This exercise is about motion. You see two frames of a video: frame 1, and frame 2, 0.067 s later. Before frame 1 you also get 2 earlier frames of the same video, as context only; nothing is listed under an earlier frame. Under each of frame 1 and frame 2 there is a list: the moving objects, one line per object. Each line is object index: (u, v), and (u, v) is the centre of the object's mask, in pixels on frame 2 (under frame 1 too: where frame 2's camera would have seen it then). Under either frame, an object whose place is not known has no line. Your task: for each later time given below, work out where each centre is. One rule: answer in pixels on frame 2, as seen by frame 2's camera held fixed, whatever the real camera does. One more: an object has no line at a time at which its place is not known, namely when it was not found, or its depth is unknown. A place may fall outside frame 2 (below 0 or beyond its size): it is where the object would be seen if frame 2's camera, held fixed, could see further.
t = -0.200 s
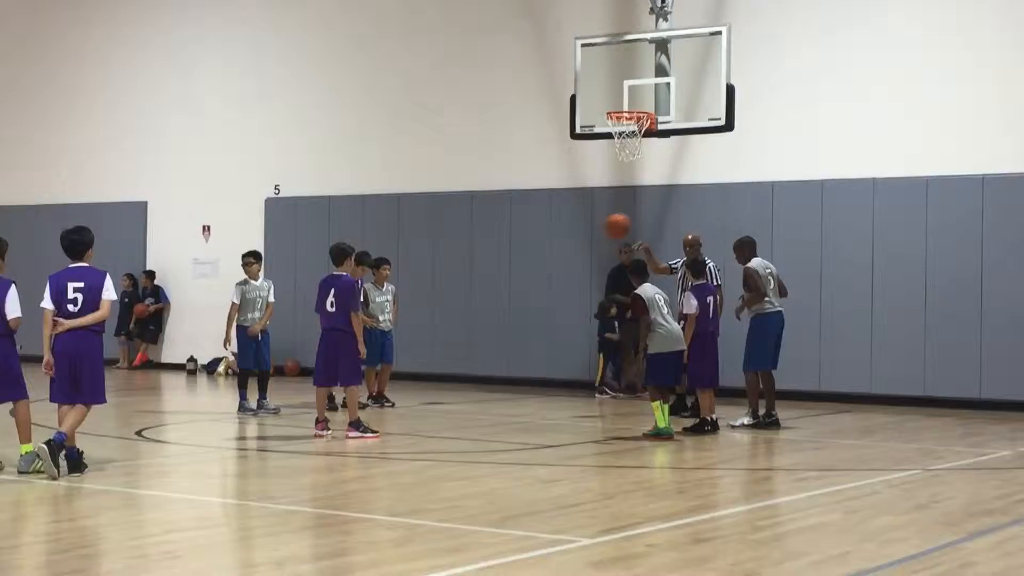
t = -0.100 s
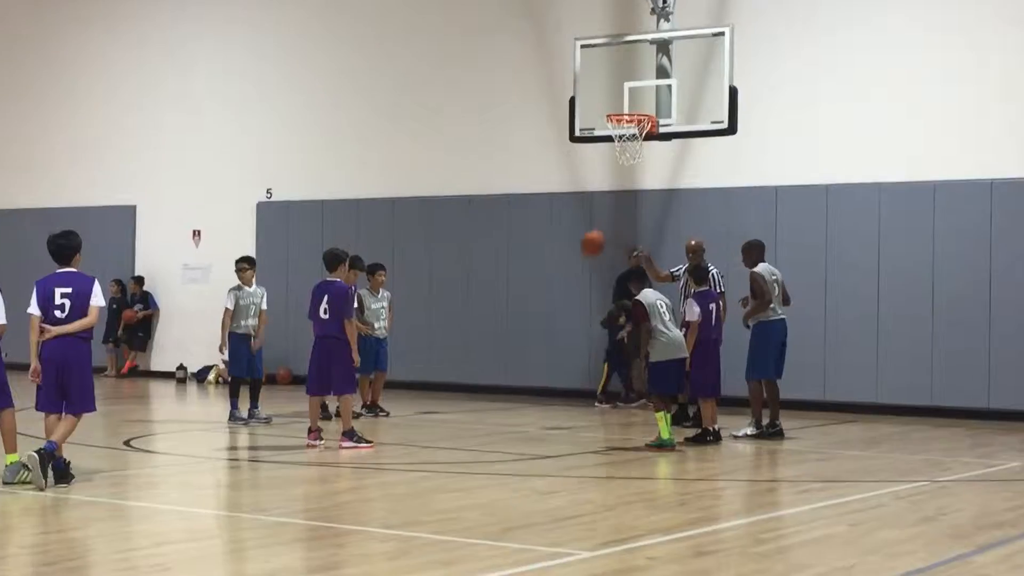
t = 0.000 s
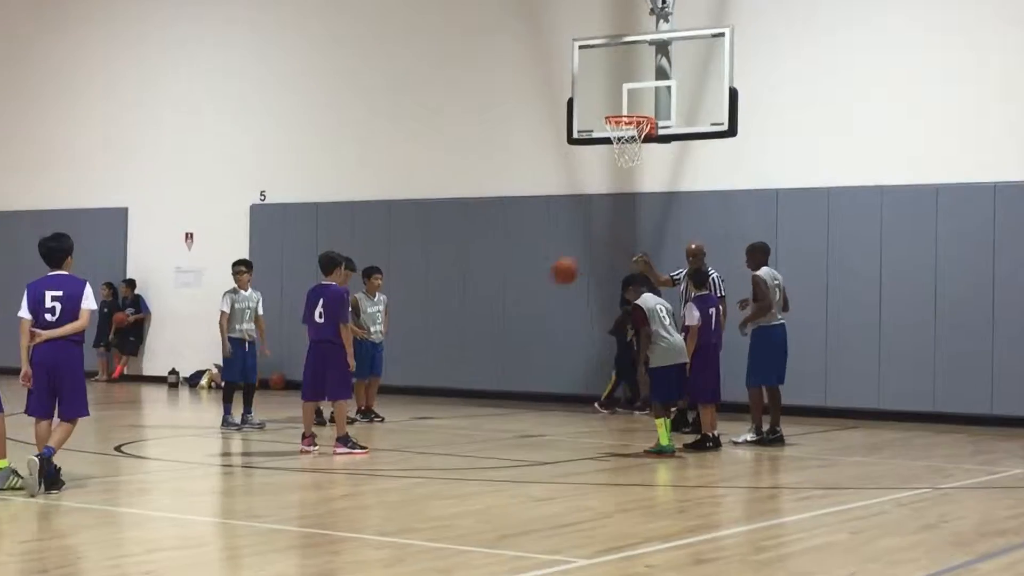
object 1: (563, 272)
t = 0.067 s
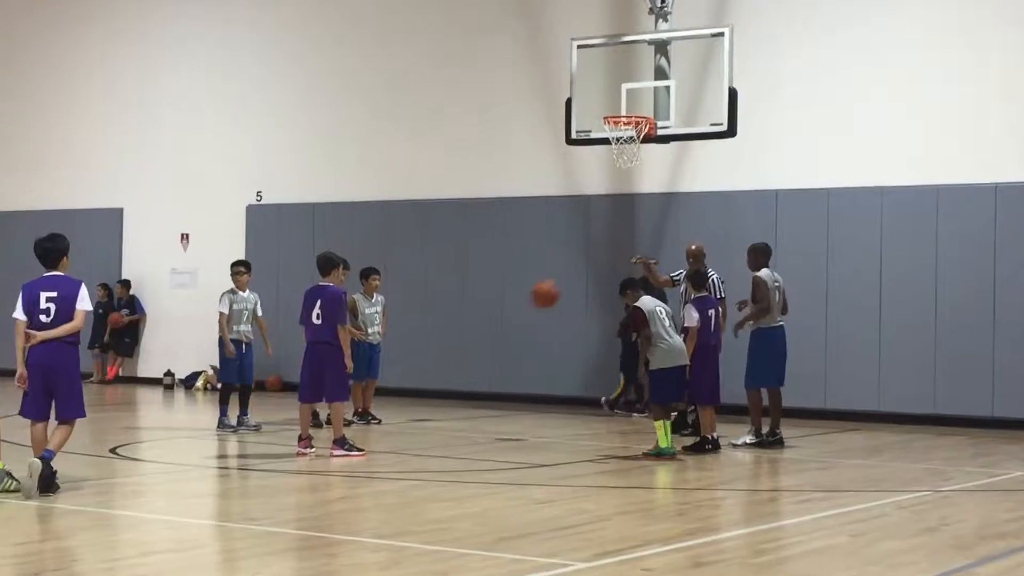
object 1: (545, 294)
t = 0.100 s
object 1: (535, 307)
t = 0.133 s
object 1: (526, 322)
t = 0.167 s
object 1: (517, 338)
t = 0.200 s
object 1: (508, 355)
